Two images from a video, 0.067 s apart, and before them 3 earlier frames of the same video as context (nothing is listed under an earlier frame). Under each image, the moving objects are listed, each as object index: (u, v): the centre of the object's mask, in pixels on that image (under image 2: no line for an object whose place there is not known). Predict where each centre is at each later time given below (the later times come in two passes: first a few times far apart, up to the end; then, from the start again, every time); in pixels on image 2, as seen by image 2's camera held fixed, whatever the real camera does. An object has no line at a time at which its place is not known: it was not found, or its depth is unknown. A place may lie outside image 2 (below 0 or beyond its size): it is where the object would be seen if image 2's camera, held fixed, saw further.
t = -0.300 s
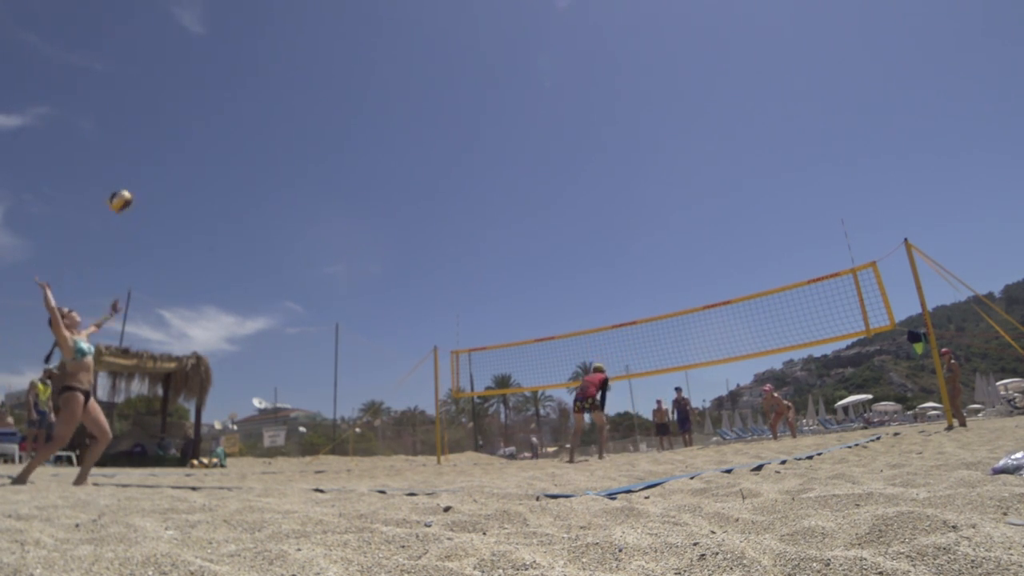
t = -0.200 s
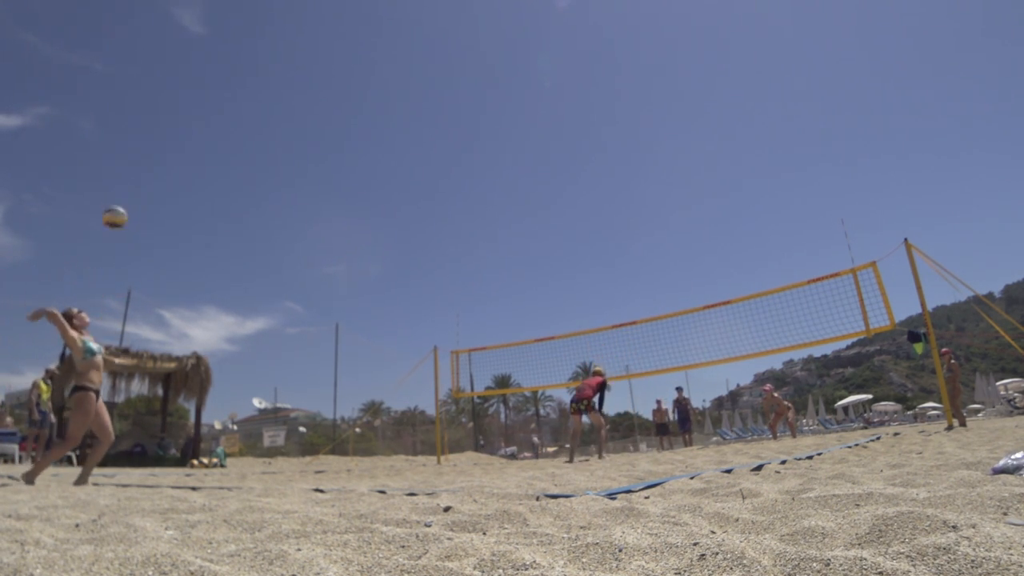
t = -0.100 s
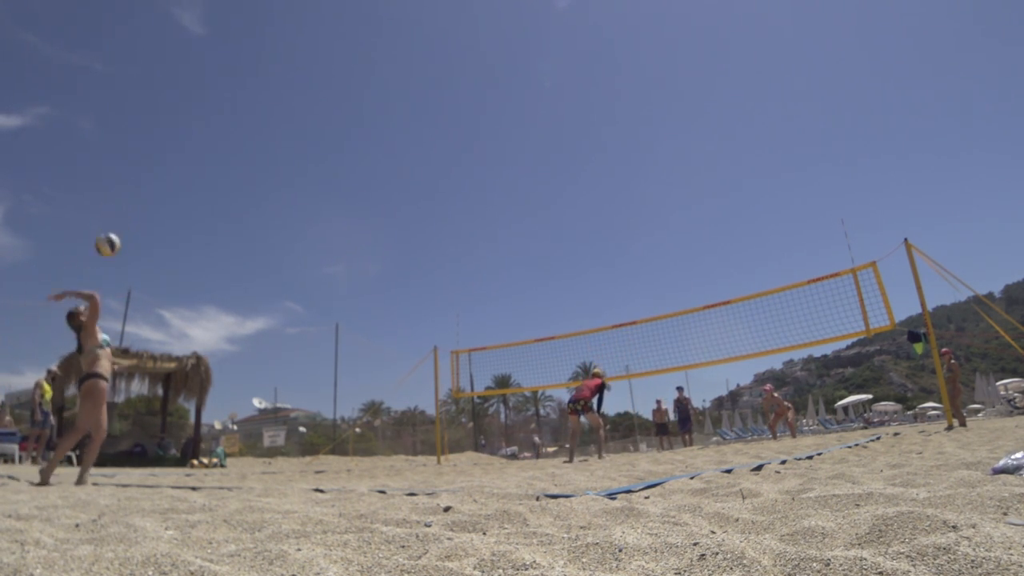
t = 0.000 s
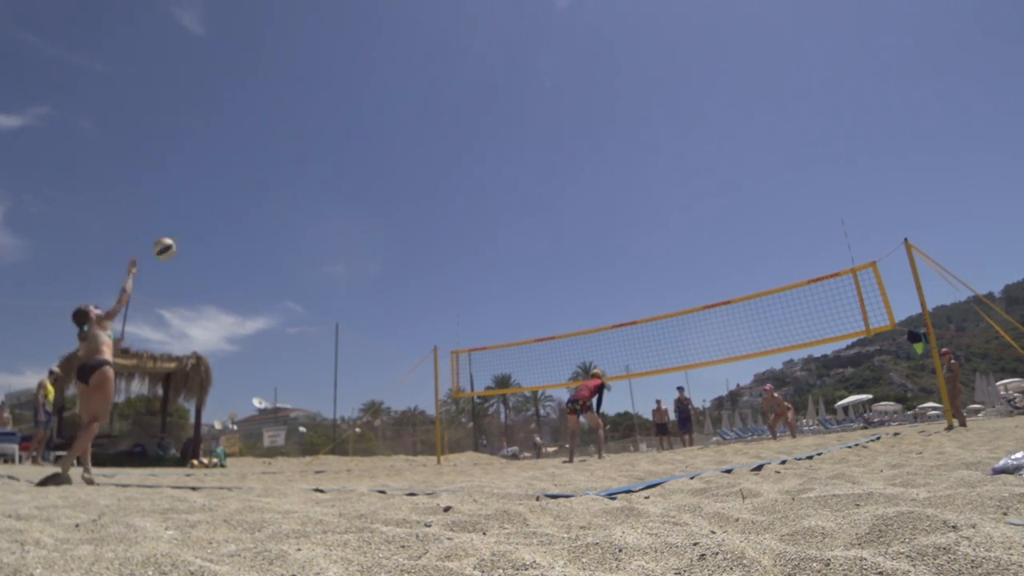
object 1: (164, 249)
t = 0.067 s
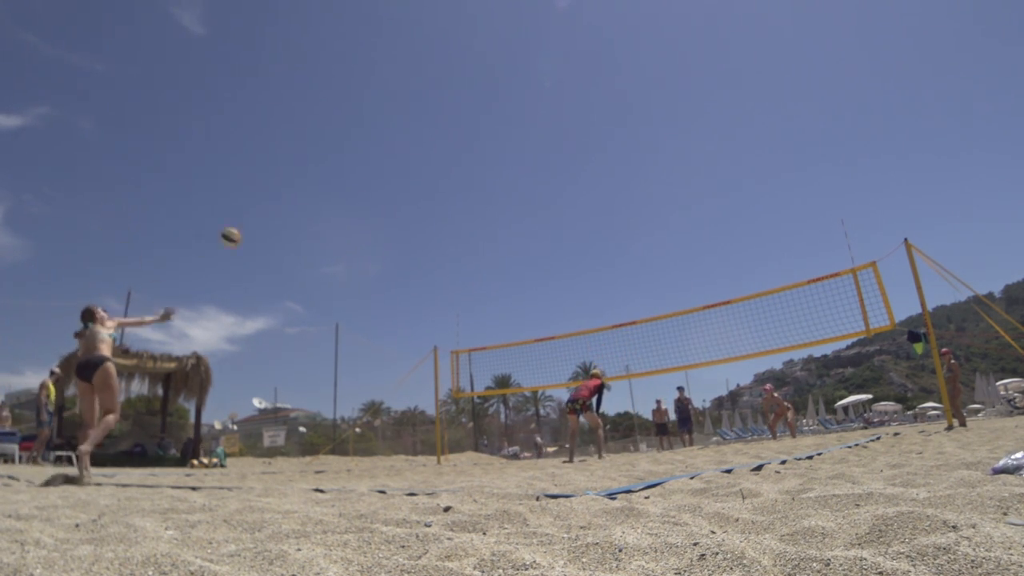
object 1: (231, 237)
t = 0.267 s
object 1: (370, 230)
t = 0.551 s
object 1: (490, 261)
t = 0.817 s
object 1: (564, 312)
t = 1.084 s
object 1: (618, 377)
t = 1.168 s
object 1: (632, 401)
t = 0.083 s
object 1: (245, 235)
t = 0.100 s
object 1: (259, 233)
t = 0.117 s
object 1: (273, 232)
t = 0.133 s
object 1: (286, 231)
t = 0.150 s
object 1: (298, 230)
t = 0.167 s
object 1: (310, 230)
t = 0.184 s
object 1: (321, 229)
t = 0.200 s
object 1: (331, 229)
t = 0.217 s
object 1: (342, 228)
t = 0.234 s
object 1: (351, 229)
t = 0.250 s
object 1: (361, 229)
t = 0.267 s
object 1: (370, 230)
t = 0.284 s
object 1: (379, 231)
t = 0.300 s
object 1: (387, 232)
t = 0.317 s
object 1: (397, 233)
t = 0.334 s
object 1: (404, 234)
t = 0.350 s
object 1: (412, 236)
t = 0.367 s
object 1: (419, 237)
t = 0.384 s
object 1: (427, 239)
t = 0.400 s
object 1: (434, 241)
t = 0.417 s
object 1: (441, 242)
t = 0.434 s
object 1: (448, 244)
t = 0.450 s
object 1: (454, 246)
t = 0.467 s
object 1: (461, 249)
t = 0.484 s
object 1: (468, 251)
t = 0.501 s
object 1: (474, 254)
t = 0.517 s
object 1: (480, 256)
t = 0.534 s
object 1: (485, 259)
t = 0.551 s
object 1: (490, 261)
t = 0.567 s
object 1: (496, 264)
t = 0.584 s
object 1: (500, 266)
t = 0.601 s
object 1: (506, 269)
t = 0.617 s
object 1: (511, 272)
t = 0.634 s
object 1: (516, 275)
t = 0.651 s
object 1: (521, 279)
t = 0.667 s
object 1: (525, 282)
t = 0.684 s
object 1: (530, 285)
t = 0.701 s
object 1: (534, 288)
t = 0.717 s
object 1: (539, 291)
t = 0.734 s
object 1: (543, 294)
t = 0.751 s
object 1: (548, 298)
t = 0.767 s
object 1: (552, 301)
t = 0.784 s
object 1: (556, 305)
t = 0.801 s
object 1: (560, 309)
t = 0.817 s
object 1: (564, 312)
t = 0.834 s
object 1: (568, 316)
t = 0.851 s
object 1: (571, 320)
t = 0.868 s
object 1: (575, 324)
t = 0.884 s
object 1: (578, 327)
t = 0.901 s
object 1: (583, 331)
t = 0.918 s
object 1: (585, 337)
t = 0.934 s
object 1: (589, 339)
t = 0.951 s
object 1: (593, 343)
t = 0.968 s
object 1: (596, 348)
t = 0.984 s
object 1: (599, 352)
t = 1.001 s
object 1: (602, 356)
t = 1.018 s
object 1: (606, 360)
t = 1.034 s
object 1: (609, 364)
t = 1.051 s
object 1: (612, 369)
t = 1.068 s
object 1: (615, 372)
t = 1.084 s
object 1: (618, 377)
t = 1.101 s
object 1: (621, 383)
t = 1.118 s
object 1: (624, 386)
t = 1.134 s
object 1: (627, 391)
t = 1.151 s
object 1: (629, 396)
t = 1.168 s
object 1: (632, 401)
